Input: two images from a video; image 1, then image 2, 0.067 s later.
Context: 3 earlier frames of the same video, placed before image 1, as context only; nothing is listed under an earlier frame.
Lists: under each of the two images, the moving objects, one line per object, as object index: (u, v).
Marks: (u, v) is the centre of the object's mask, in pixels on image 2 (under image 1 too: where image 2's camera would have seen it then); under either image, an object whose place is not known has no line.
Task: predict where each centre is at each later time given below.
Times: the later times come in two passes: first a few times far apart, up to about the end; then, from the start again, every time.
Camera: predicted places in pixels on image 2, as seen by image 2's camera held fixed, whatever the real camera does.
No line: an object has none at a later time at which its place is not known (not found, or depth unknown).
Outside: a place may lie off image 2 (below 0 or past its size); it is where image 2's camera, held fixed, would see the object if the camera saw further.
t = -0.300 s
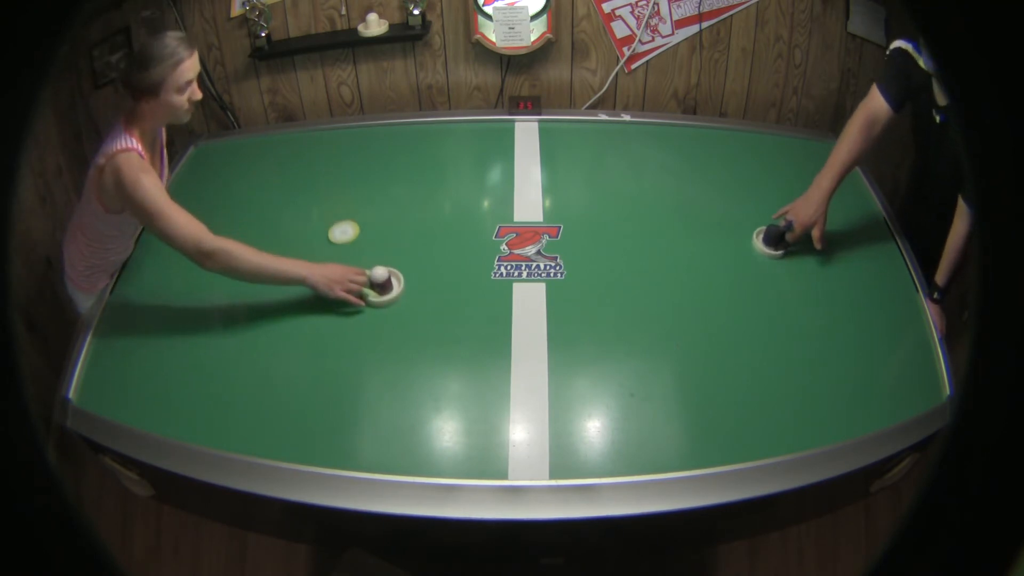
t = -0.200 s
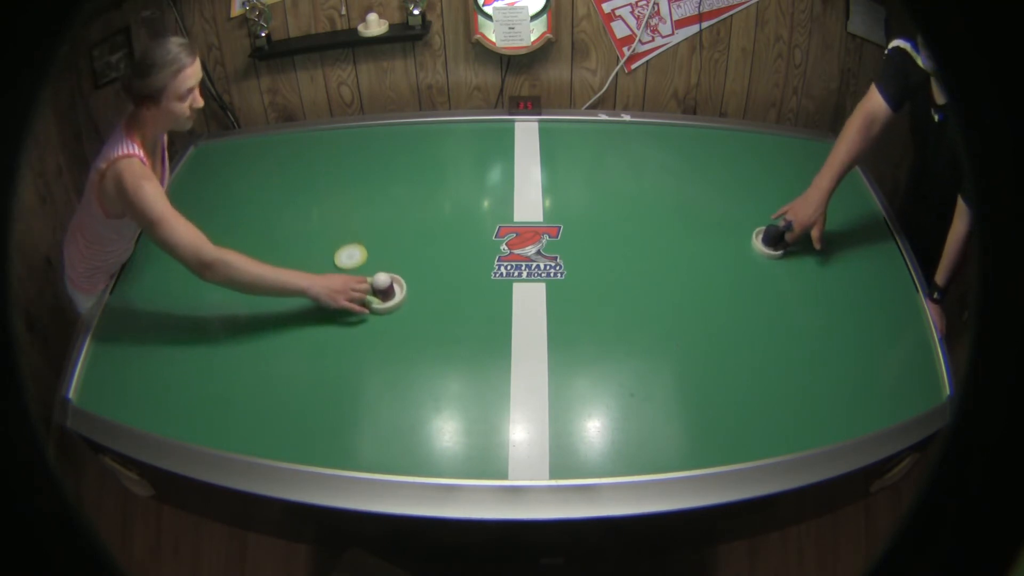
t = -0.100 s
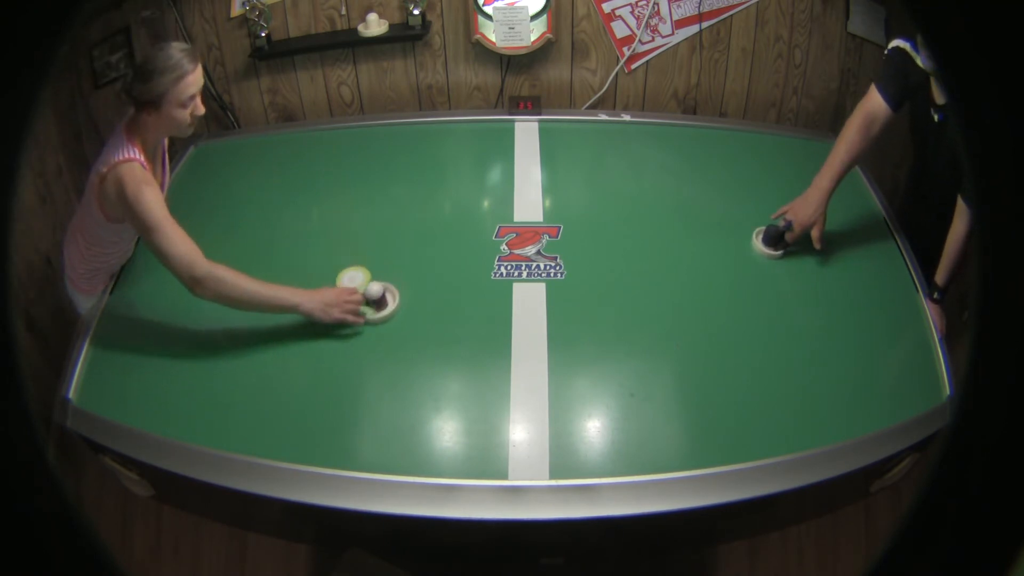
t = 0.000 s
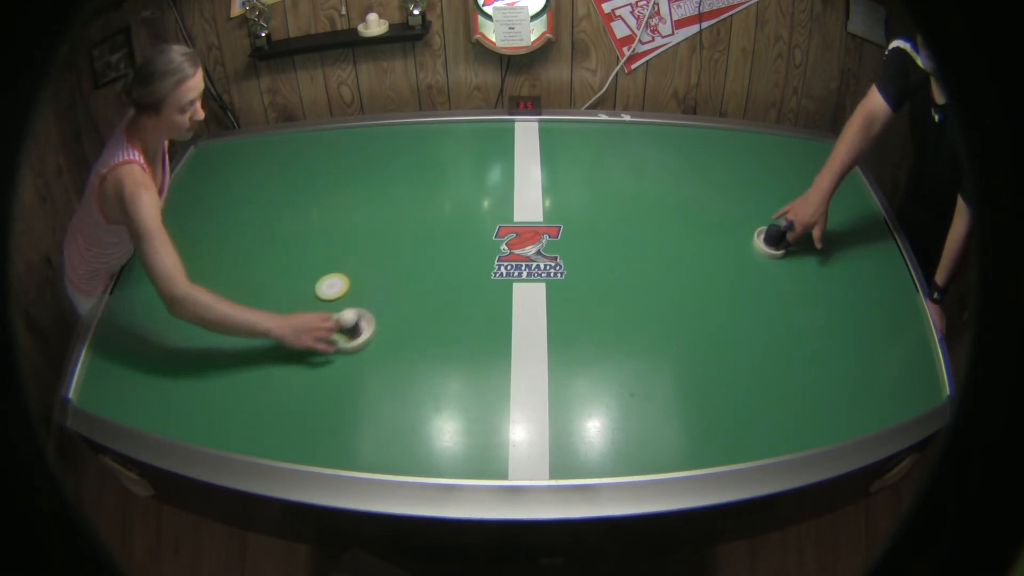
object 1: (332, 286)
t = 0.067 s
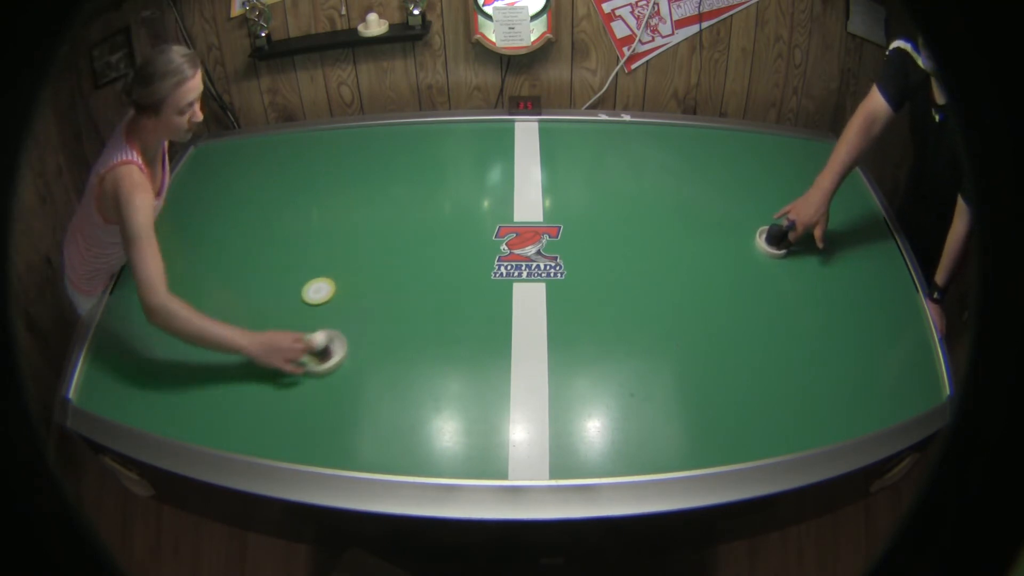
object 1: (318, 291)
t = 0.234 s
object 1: (284, 302)
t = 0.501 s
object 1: (234, 317)
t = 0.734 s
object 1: (195, 329)
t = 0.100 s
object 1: (311, 293)
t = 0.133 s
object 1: (304, 295)
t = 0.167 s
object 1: (298, 297)
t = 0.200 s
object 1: (291, 300)
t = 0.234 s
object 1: (284, 302)
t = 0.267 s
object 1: (278, 304)
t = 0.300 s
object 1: (271, 306)
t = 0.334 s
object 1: (265, 308)
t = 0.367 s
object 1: (258, 310)
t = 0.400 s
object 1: (252, 312)
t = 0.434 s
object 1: (246, 314)
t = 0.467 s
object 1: (240, 316)
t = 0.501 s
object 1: (234, 317)
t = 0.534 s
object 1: (228, 319)
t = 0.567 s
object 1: (222, 321)
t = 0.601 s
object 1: (217, 323)
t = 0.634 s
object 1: (211, 324)
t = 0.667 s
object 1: (205, 326)
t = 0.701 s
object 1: (200, 327)
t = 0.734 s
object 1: (195, 329)
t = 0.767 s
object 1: (189, 331)
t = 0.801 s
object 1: (184, 332)
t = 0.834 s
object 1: (179, 334)
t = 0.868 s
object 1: (174, 335)
